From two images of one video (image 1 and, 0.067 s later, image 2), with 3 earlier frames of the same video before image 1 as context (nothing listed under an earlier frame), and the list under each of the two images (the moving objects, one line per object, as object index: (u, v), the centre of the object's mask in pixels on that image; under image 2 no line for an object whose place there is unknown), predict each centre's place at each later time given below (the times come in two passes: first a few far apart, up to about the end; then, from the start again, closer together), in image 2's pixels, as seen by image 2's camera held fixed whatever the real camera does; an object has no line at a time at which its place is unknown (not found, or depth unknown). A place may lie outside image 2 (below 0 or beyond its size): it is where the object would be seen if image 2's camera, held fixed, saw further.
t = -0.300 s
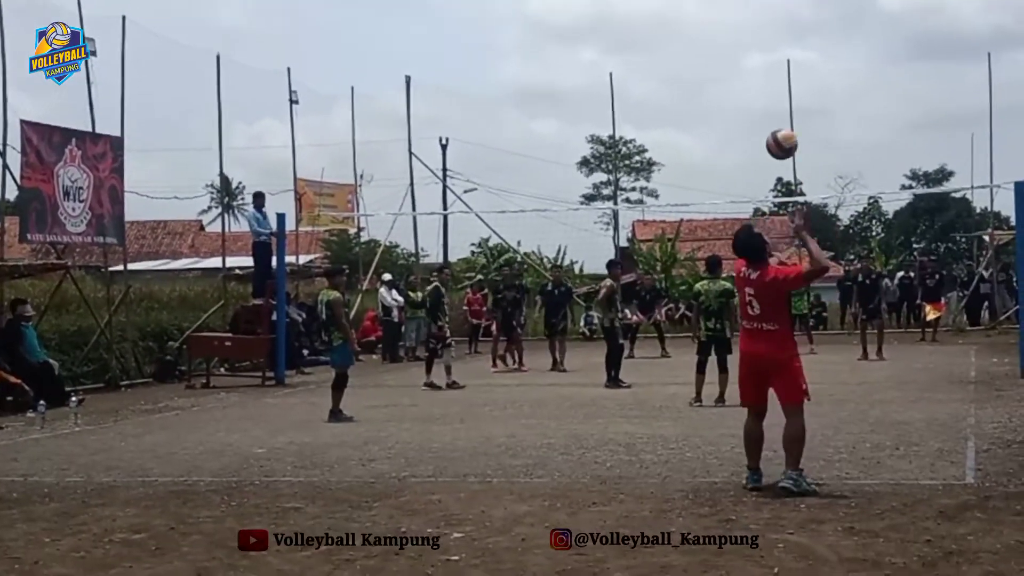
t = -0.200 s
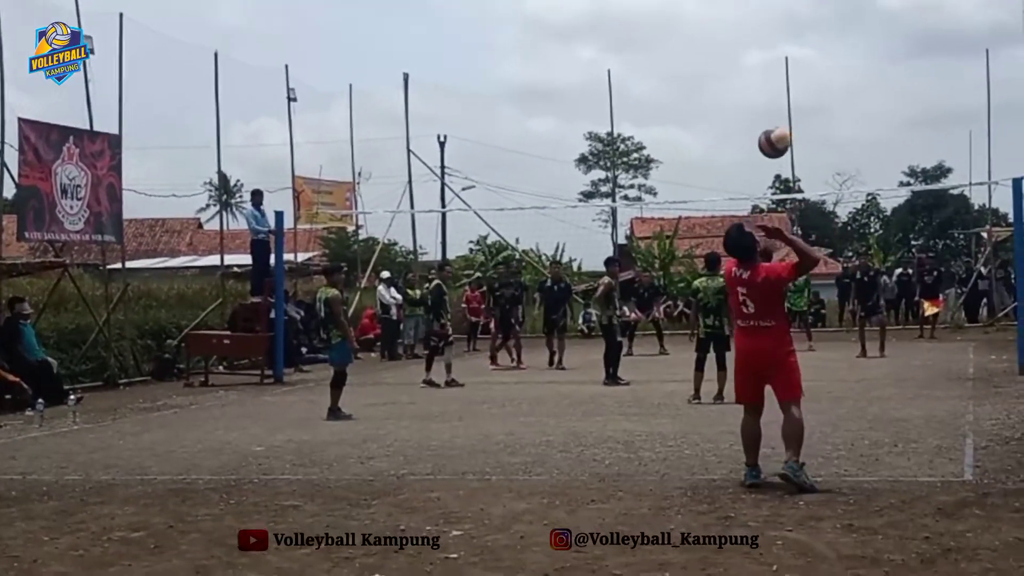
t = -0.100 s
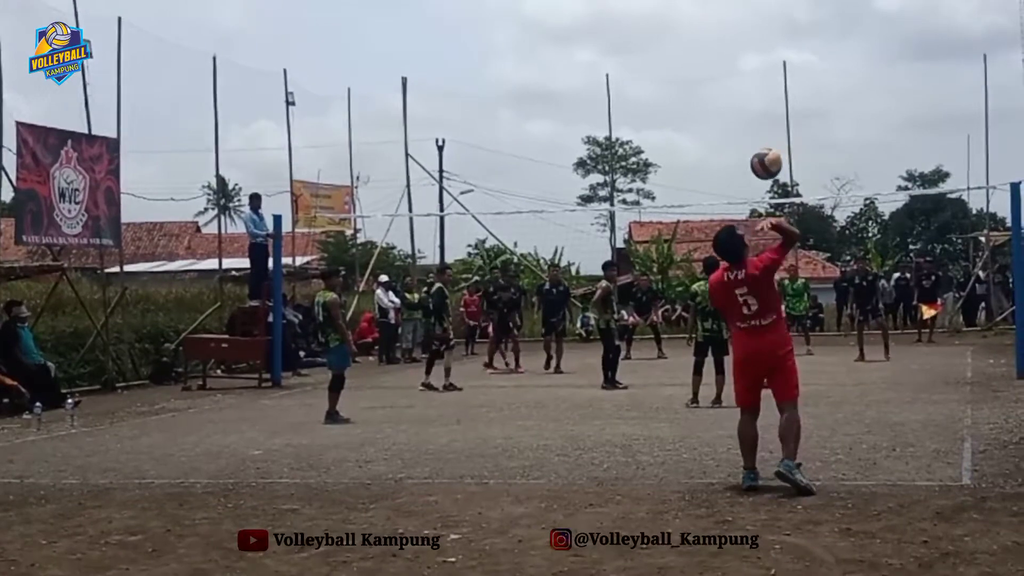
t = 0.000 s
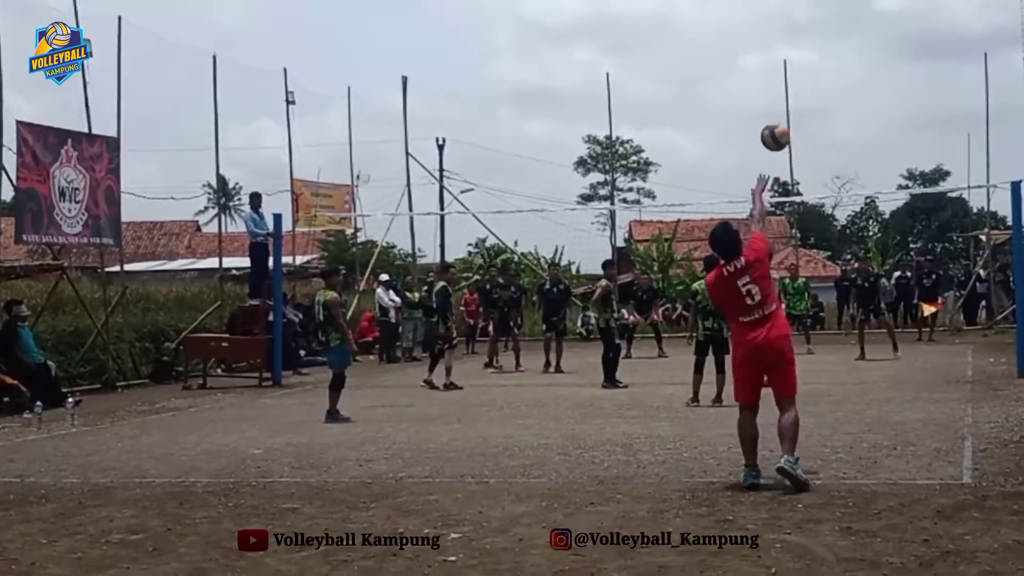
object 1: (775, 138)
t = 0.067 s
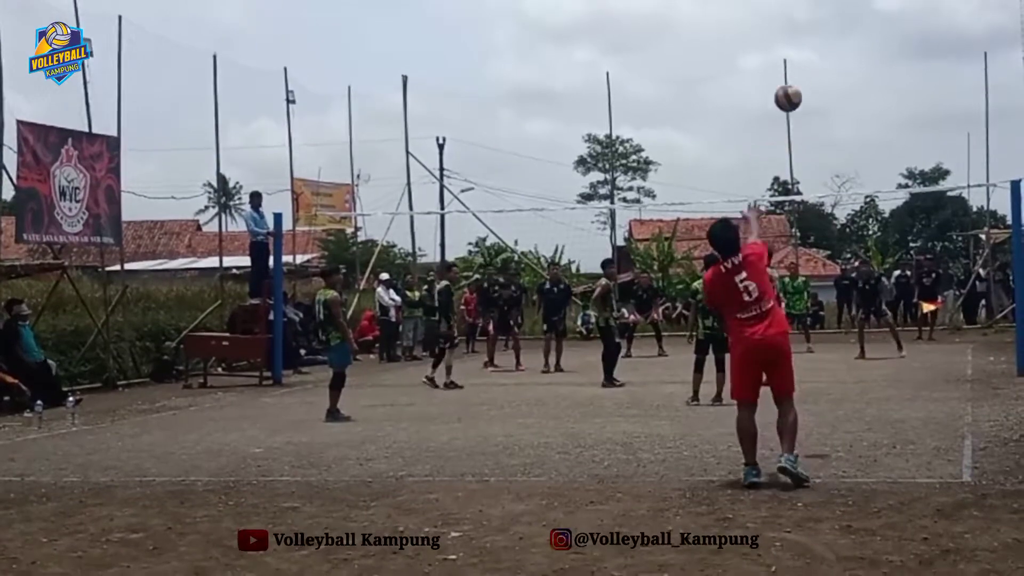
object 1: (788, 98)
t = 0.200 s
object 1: (811, 51)
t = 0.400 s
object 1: (840, 37)
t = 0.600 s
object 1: (867, 63)
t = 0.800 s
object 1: (891, 111)
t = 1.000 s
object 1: (909, 179)
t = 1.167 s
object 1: (923, 245)
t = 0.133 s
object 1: (800, 70)
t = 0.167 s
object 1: (806, 60)
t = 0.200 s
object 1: (811, 51)
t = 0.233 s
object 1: (817, 45)
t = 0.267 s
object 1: (822, 40)
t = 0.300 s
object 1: (826, 37)
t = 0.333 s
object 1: (831, 35)
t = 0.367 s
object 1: (835, 35)
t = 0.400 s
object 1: (840, 37)
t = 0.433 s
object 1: (844, 39)
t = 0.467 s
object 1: (848, 42)
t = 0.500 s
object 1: (853, 46)
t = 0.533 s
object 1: (857, 52)
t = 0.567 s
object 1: (862, 57)
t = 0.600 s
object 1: (867, 63)
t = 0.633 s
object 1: (871, 70)
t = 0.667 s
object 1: (875, 77)
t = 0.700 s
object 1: (879, 84)
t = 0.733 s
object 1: (883, 92)
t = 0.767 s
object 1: (887, 101)
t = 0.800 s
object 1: (891, 111)
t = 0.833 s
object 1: (894, 120)
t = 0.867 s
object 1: (898, 131)
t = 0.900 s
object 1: (901, 142)
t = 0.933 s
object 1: (904, 153)
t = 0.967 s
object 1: (907, 165)
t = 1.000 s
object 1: (909, 179)
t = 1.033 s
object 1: (912, 185)
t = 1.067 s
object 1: (915, 203)
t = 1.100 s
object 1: (918, 217)
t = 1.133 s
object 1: (920, 231)
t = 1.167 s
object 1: (923, 245)
